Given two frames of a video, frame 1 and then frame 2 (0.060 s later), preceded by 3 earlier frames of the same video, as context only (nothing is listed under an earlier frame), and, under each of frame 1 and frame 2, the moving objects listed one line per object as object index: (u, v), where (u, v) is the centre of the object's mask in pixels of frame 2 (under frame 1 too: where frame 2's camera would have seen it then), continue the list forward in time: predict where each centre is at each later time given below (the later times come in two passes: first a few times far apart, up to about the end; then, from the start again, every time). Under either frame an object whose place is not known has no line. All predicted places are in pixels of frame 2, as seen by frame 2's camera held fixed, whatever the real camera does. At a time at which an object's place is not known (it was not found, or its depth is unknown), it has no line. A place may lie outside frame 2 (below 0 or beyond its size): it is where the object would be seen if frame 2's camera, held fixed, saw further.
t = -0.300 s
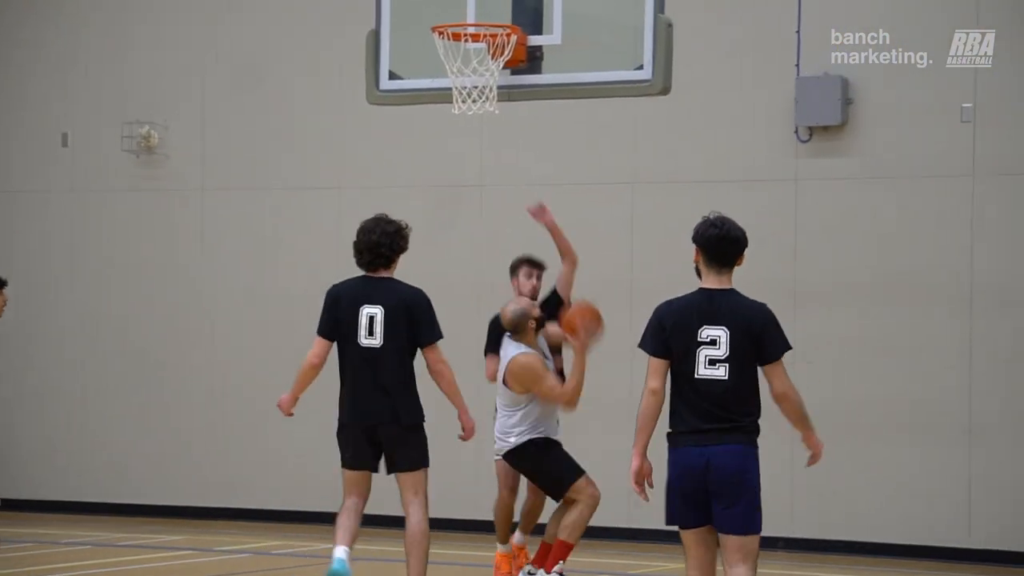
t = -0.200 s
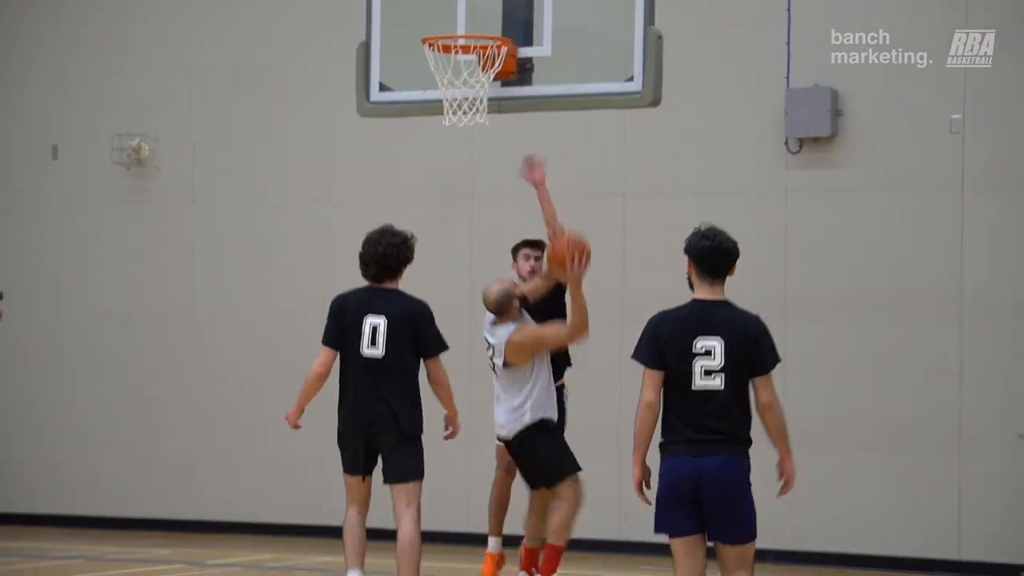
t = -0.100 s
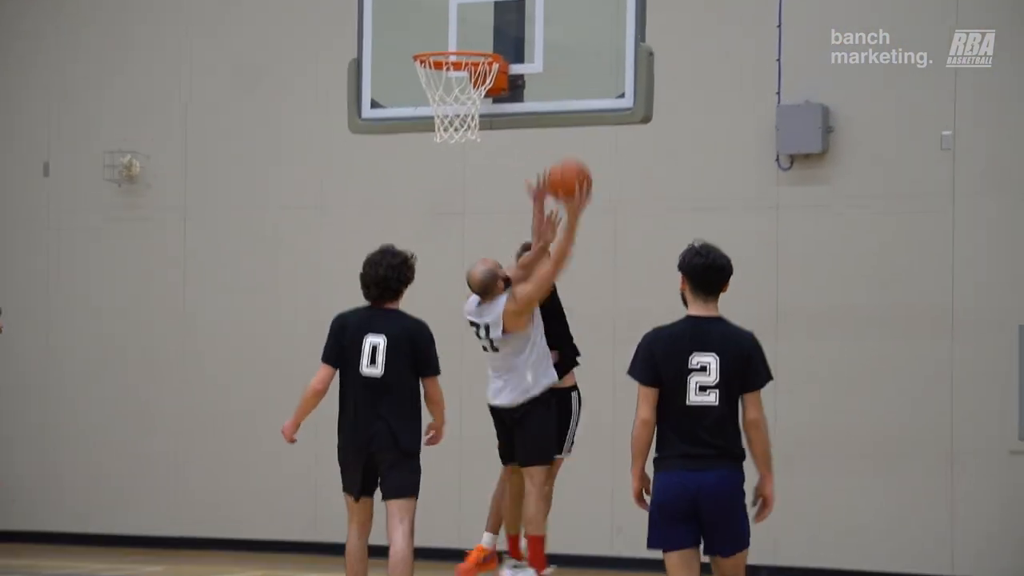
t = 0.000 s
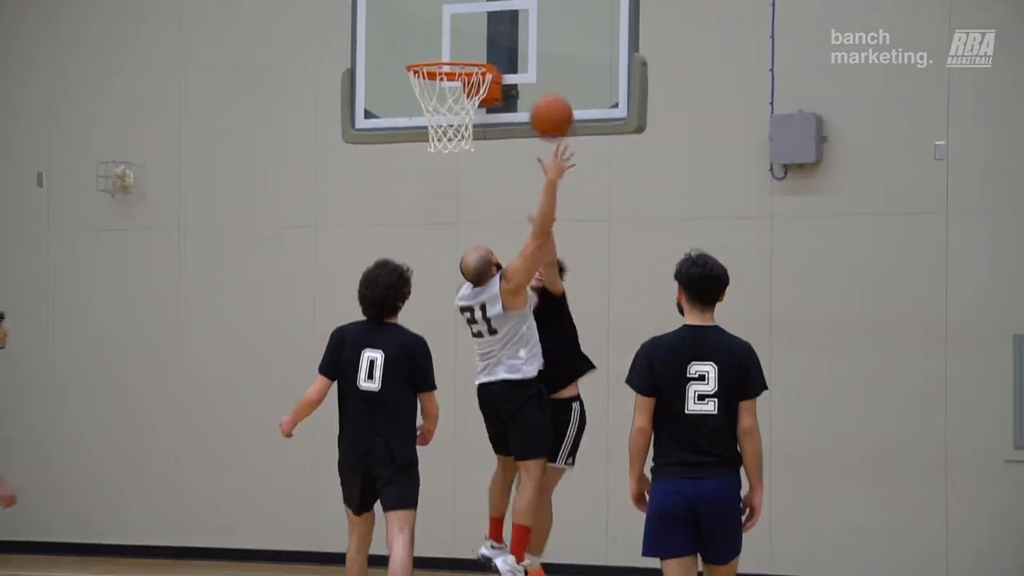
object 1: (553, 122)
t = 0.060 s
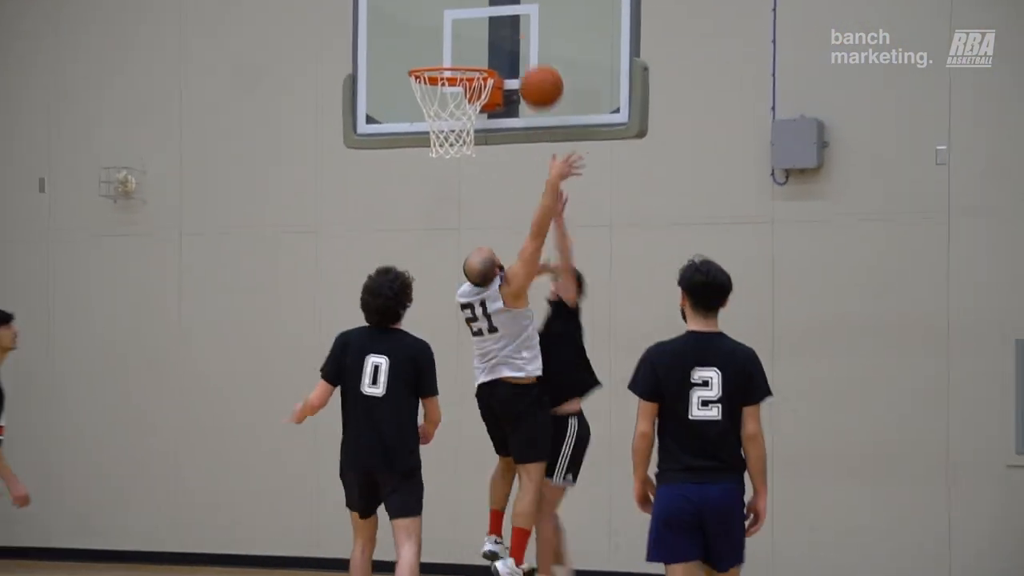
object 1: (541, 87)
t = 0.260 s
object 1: (502, 16)
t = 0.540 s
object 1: (434, 47)
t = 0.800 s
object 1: (423, 19)
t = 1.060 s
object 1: (431, 44)
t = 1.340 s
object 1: (465, 91)
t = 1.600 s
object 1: (474, 186)
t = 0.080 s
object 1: (537, 76)
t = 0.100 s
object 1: (533, 66)
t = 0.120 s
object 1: (529, 58)
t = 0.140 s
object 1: (525, 50)
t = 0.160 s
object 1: (521, 42)
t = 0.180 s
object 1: (517, 36)
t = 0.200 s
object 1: (514, 29)
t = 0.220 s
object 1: (510, 24)
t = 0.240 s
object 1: (506, 19)
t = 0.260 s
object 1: (502, 16)
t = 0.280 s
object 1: (499, 13)
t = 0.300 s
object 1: (495, 11)
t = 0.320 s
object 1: (491, 10)
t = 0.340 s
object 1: (485, 9)
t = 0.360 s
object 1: (480, 10)
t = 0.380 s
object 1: (475, 11)
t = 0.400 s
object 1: (470, 13)
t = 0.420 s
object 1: (465, 16)
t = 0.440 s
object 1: (460, 19)
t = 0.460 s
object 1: (455, 24)
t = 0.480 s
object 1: (450, 29)
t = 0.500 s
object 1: (445, 34)
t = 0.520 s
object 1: (439, 41)
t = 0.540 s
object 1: (434, 47)
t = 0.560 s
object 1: (430, 51)
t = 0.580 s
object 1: (429, 48)
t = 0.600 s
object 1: (429, 43)
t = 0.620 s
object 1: (428, 38)
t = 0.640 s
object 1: (427, 33)
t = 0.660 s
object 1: (427, 28)
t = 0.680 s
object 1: (426, 25)
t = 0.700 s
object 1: (426, 23)
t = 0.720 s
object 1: (425, 21)
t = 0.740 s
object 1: (424, 19)
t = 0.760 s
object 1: (424, 19)
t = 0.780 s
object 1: (423, 19)
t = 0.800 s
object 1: (423, 19)
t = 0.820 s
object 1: (422, 21)
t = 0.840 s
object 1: (421, 23)
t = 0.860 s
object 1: (421, 26)
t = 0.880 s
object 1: (420, 30)
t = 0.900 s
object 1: (420, 34)
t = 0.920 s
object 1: (419, 39)
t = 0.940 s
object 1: (419, 45)
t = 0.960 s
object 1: (418, 50)
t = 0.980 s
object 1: (420, 49)
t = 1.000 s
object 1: (422, 48)
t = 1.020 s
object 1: (425, 46)
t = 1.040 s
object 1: (428, 45)
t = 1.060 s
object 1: (431, 44)
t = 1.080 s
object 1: (434, 44)
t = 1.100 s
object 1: (436, 45)
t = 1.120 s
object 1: (439, 46)
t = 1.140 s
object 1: (442, 48)
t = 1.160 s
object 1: (445, 49)
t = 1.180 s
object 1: (447, 51)
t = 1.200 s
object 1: (450, 53)
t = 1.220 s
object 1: (453, 56)
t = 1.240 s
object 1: (455, 57)
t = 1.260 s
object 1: (457, 59)
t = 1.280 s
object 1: (460, 60)
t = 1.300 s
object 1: (456, 76)
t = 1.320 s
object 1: (463, 88)
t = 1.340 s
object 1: (465, 91)
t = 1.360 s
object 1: (468, 95)
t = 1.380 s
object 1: (471, 100)
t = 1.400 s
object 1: (466, 104)
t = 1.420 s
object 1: (466, 109)
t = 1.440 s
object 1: (473, 123)
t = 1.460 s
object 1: (474, 128)
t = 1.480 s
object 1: (474, 134)
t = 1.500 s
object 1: (474, 141)
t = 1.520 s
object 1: (474, 152)
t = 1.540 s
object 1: (474, 157)
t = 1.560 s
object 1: (474, 167)
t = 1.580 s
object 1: (474, 175)
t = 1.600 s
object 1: (474, 186)
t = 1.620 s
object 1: (473, 197)
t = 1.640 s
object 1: (473, 208)
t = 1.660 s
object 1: (473, 221)
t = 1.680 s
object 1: (473, 234)
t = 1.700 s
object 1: (473, 248)
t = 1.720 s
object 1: (473, 262)
